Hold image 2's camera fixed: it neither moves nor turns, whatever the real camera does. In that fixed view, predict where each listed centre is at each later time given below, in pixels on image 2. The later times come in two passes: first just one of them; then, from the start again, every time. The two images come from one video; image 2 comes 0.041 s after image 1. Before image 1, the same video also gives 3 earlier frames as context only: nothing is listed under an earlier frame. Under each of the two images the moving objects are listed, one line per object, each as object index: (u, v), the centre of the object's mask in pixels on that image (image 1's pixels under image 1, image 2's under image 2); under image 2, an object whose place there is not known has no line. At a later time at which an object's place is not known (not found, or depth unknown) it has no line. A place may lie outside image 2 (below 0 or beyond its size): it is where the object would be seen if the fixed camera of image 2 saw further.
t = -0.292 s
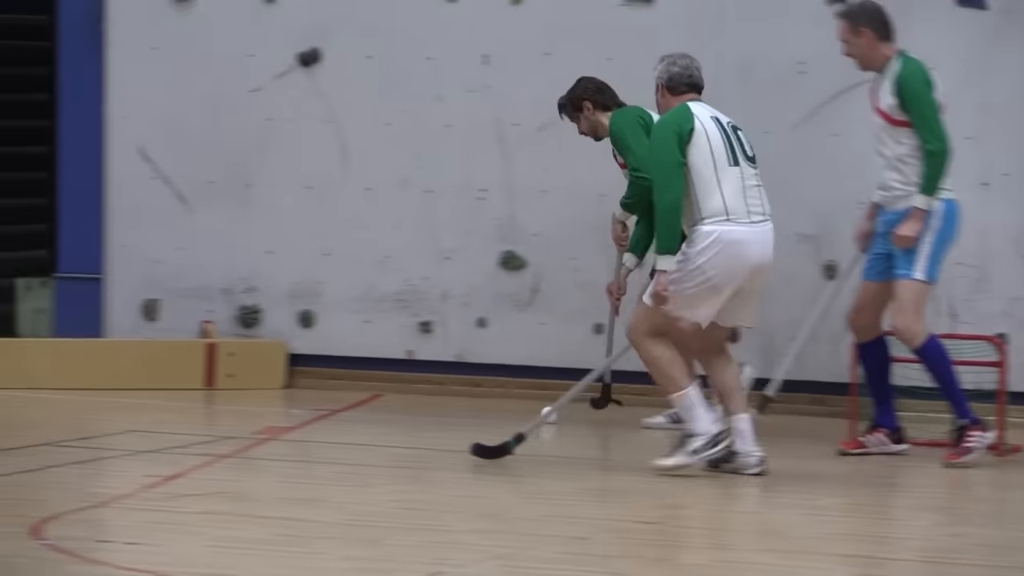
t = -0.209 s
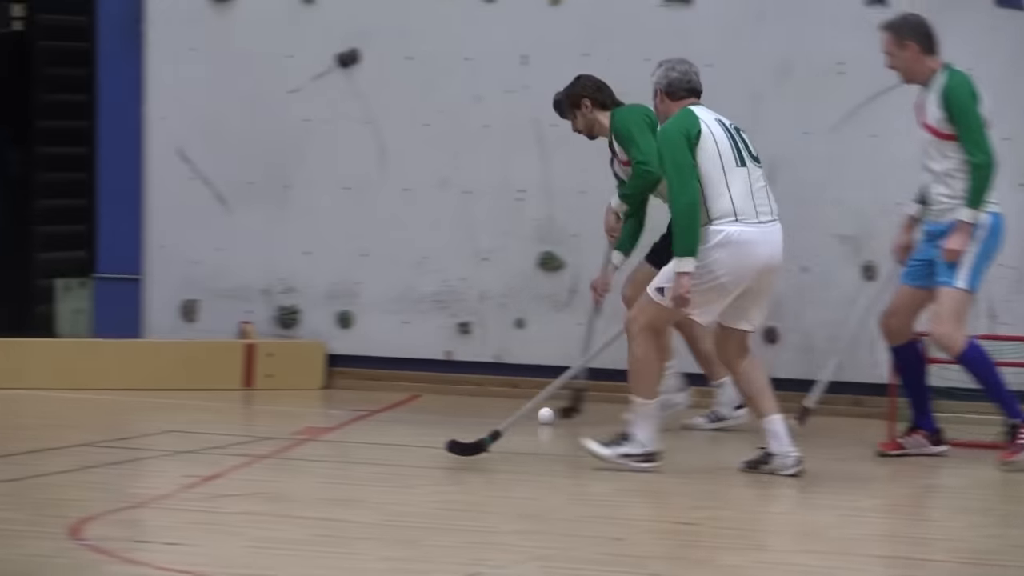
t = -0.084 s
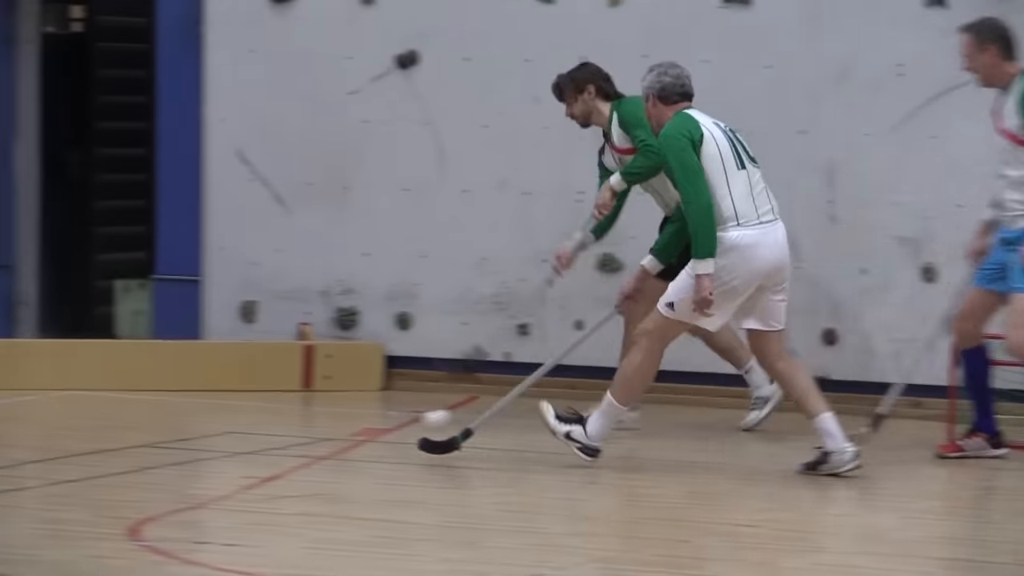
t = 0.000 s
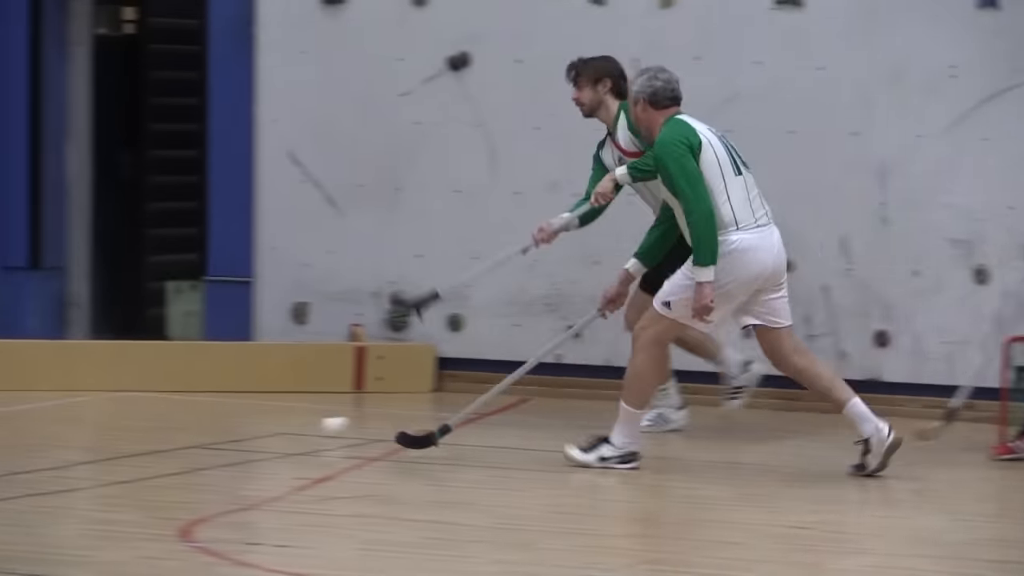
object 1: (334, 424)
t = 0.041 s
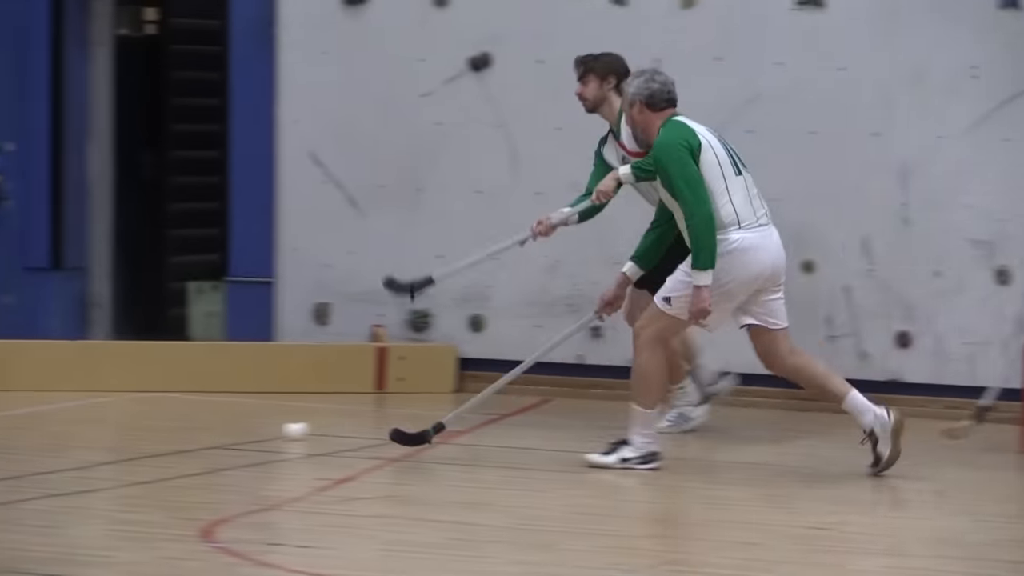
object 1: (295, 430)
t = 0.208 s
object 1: (66, 435)
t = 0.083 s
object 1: (237, 430)
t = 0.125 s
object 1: (178, 434)
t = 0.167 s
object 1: (121, 434)
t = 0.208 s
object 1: (66, 435)
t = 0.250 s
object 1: (8, 436)
